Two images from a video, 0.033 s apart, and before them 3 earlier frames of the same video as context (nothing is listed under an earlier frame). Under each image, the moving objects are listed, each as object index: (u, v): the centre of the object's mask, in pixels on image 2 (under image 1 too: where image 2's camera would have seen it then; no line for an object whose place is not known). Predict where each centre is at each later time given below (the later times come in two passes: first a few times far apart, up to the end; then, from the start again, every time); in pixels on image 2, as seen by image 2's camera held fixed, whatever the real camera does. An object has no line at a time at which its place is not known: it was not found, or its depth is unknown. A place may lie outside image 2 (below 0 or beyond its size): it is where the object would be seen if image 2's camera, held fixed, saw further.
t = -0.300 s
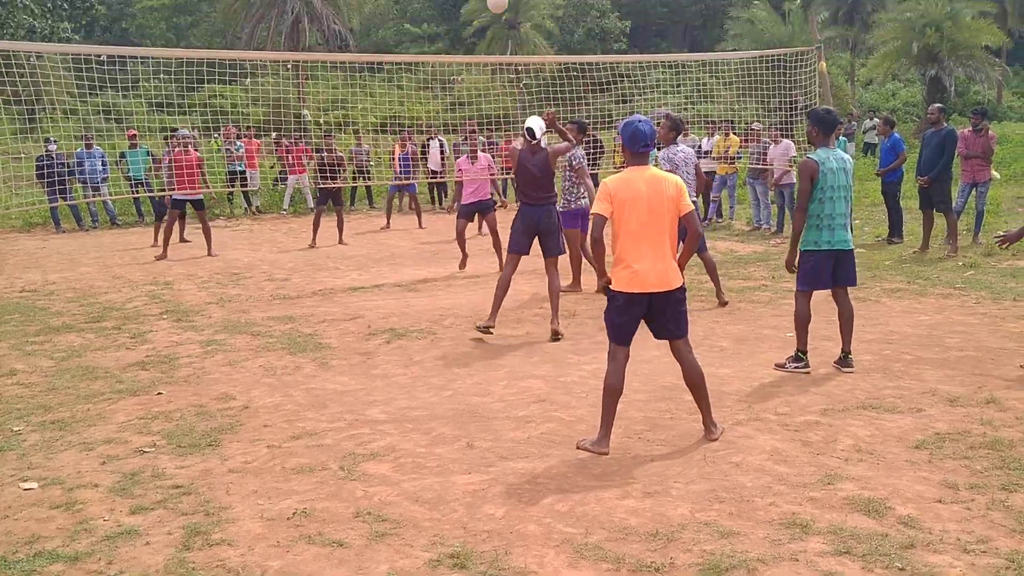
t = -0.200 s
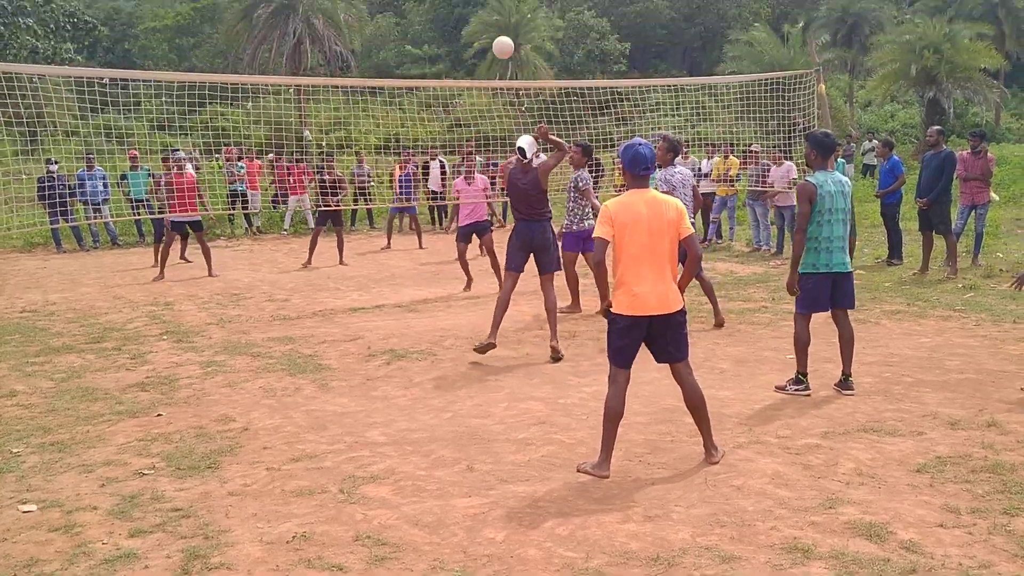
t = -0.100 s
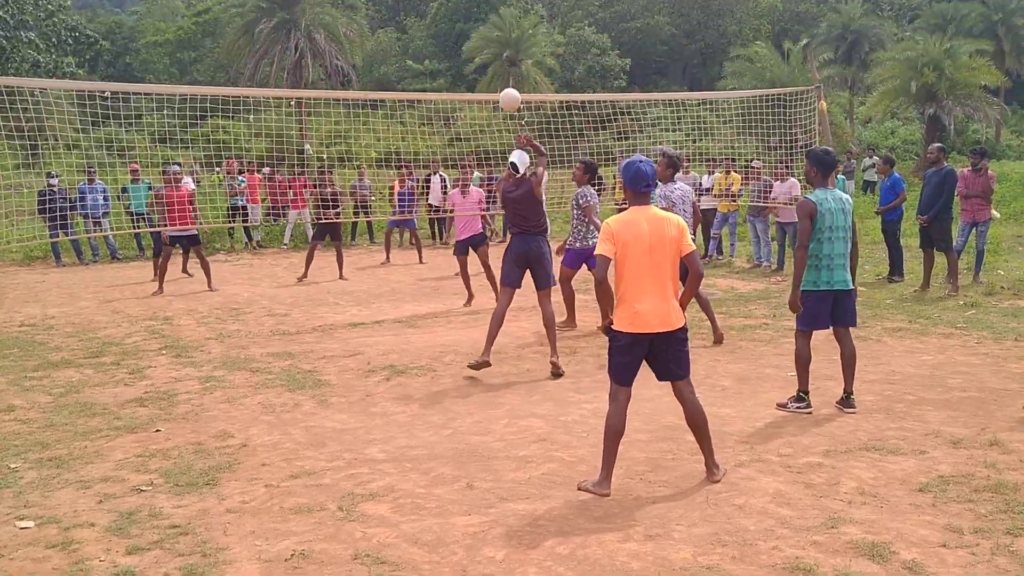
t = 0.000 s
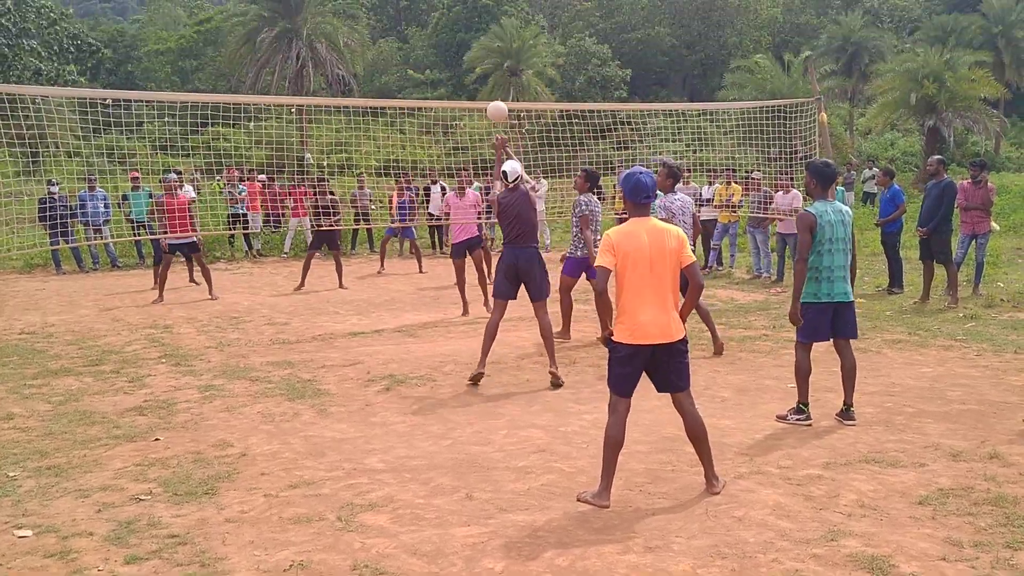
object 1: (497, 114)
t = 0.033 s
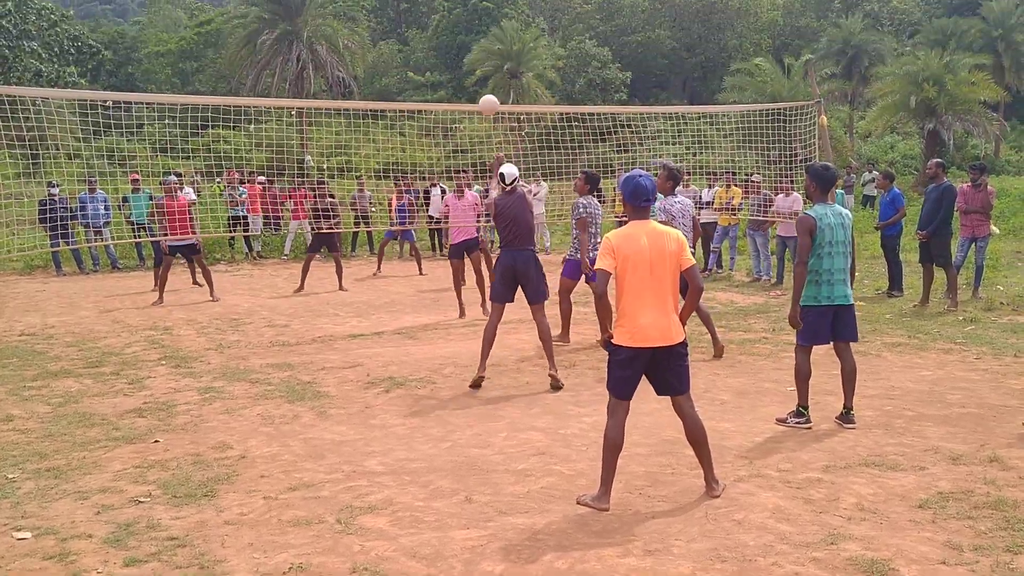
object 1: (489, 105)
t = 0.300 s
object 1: (439, 83)
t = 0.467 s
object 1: (416, 99)
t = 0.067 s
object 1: (481, 98)
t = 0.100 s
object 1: (474, 92)
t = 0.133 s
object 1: (467, 88)
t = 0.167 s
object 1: (461, 85)
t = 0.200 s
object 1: (455, 83)
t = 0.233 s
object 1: (449, 82)
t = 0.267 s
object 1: (444, 82)
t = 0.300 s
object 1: (439, 83)
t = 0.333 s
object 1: (434, 85)
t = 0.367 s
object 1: (429, 88)
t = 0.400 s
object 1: (425, 92)
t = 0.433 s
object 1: (420, 96)
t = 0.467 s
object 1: (416, 99)
